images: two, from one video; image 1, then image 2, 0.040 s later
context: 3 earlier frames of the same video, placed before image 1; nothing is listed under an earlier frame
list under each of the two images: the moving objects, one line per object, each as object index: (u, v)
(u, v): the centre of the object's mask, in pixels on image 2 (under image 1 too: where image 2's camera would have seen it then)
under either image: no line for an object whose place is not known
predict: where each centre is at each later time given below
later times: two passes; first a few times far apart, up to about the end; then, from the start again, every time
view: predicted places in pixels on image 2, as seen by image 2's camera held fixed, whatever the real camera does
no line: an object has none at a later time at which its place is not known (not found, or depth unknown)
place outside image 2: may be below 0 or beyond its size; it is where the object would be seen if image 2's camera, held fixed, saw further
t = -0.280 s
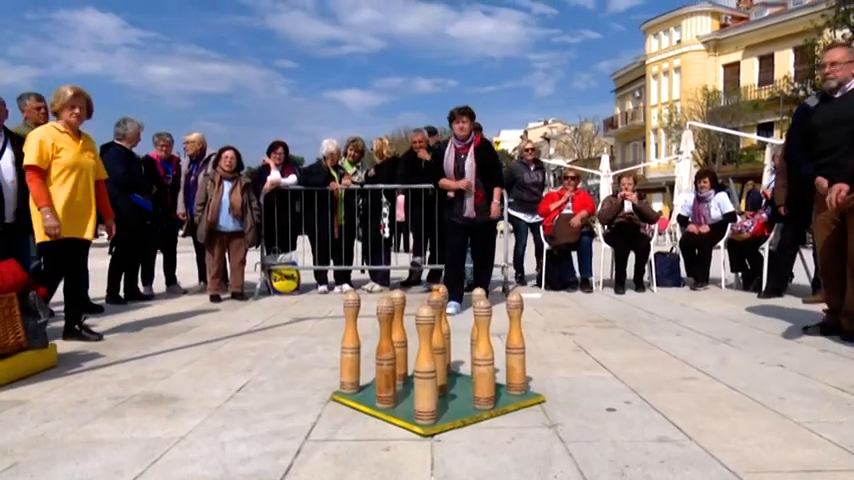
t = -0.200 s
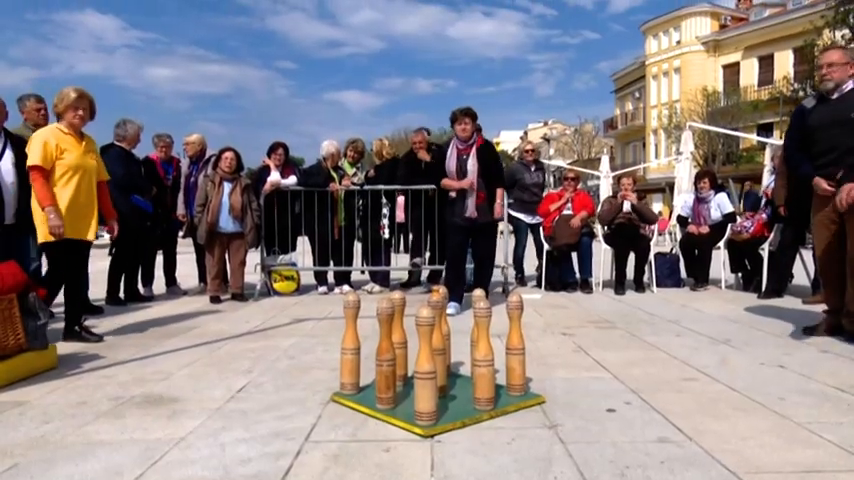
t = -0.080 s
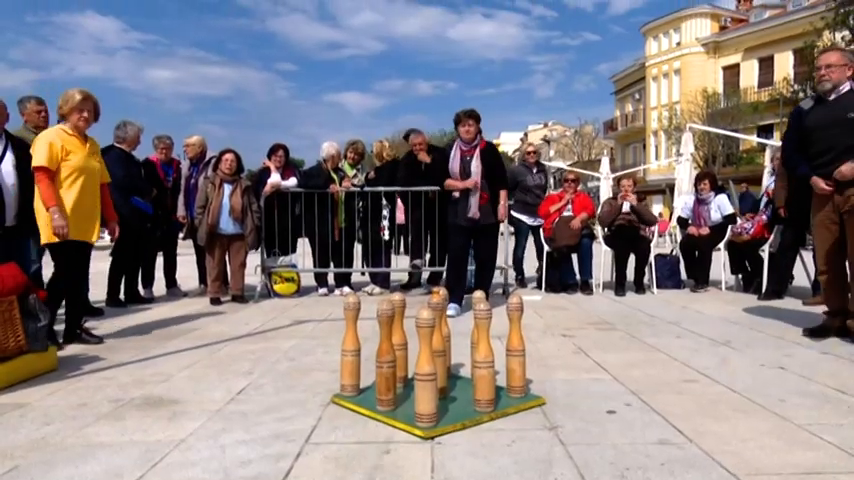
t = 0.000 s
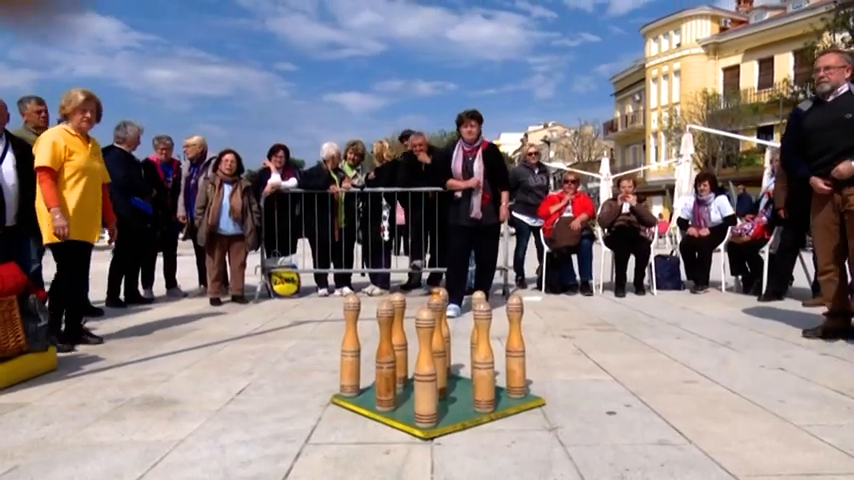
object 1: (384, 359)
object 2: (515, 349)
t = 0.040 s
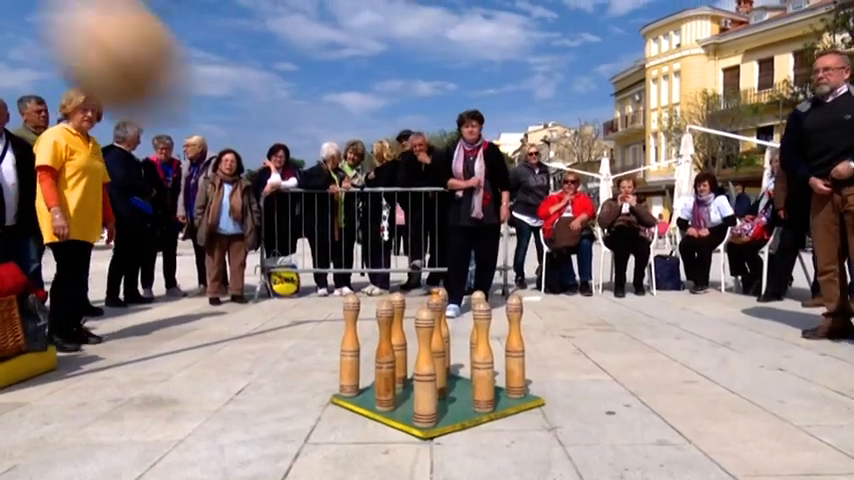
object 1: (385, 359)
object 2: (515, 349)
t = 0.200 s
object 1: (385, 375)
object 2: (515, 349)
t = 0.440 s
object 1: (385, 359)
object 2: (515, 349)
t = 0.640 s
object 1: (381, 359)
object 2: (528, 348)
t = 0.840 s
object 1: (341, 372)
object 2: (555, 374)
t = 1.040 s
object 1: (320, 388)
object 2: (563, 383)
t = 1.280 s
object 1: (317, 397)
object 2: (564, 384)
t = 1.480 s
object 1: (316, 399)
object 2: (564, 384)
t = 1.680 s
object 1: (314, 402)
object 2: (564, 384)
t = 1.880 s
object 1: (309, 409)
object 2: (564, 384)
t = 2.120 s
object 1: (304, 413)
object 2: (564, 384)
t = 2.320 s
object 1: (300, 420)
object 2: (566, 385)
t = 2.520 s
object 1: (296, 425)
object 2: (566, 385)
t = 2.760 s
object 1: (290, 430)
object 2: (567, 385)
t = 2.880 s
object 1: (287, 433)
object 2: (566, 385)
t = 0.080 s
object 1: (384, 359)
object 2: (515, 349)
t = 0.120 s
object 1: (385, 359)
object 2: (515, 350)
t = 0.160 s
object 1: (385, 360)
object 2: (515, 349)
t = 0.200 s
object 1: (385, 375)
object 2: (515, 349)
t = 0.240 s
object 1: (384, 361)
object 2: (515, 349)
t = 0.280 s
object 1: (385, 359)
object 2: (515, 349)
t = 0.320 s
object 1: (385, 359)
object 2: (515, 349)
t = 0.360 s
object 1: (385, 359)
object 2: (515, 349)
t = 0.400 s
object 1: (385, 359)
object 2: (515, 349)
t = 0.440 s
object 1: (385, 359)
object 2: (515, 349)
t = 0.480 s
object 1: (385, 359)
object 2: (515, 349)
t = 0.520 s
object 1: (385, 359)
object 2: (515, 350)
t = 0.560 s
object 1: (385, 359)
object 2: (518, 349)
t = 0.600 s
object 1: (385, 359)
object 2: (523, 347)
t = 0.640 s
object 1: (381, 359)
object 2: (528, 348)
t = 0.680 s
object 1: (374, 359)
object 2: (534, 349)
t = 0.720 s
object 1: (367, 362)
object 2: (539, 352)
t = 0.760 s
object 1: (358, 362)
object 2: (546, 355)
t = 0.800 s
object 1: (349, 366)
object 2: (551, 364)
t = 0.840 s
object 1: (341, 372)
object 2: (555, 374)
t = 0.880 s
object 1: (333, 383)
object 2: (560, 383)
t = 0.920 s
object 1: (324, 397)
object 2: (562, 381)
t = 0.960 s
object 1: (323, 393)
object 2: (562, 382)
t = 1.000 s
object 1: (322, 389)
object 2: (563, 384)
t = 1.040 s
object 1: (320, 388)
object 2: (563, 383)
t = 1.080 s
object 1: (319, 389)
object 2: (564, 384)
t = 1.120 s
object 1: (318, 394)
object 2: (564, 384)
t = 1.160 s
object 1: (317, 397)
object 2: (564, 384)
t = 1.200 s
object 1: (317, 396)
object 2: (565, 384)
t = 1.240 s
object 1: (317, 396)
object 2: (565, 384)
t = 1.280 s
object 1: (317, 397)
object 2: (564, 384)
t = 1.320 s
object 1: (317, 398)
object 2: (565, 384)
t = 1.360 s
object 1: (317, 398)
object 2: (564, 384)
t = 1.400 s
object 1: (317, 398)
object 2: (564, 384)
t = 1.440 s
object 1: (317, 399)
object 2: (564, 384)
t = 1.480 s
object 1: (316, 399)
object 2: (564, 384)
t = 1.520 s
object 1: (316, 399)
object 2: (564, 384)
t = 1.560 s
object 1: (317, 400)
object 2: (564, 384)
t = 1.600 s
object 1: (315, 401)
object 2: (564, 384)
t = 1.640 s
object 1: (315, 402)
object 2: (564, 384)
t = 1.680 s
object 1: (314, 402)
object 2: (564, 384)
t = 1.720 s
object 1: (314, 403)
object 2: (564, 384)
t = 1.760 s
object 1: (313, 405)
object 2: (564, 384)
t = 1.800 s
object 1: (312, 407)
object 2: (564, 384)
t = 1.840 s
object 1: (311, 408)
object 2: (564, 384)
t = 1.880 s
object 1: (309, 409)
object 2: (564, 384)
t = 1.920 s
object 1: (311, 405)
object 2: (564, 384)
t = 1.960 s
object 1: (312, 404)
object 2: (564, 384)
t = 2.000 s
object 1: (312, 405)
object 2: (564, 384)
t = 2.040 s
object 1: (310, 409)
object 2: (564, 384)
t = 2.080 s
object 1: (307, 413)
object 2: (564, 384)
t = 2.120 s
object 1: (304, 413)
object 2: (564, 384)
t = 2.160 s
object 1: (304, 415)
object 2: (565, 384)
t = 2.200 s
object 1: (303, 417)
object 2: (565, 385)
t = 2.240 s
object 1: (302, 418)
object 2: (566, 385)
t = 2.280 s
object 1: (301, 419)
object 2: (566, 385)
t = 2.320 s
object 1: (300, 420)
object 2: (566, 385)
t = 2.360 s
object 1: (299, 421)
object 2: (566, 385)
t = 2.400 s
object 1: (299, 422)
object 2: (566, 385)
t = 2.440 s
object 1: (298, 423)
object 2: (566, 385)
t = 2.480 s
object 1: (296, 424)
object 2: (566, 385)
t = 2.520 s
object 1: (296, 425)
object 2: (566, 385)
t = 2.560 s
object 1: (294, 426)
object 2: (566, 385)
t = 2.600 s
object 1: (293, 427)
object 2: (567, 385)
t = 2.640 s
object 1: (293, 428)
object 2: (566, 385)
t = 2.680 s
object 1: (291, 428)
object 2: (567, 385)
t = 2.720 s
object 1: (291, 429)
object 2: (567, 385)
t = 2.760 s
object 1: (290, 430)
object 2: (567, 385)
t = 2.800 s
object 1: (289, 431)
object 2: (566, 385)
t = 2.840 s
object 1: (288, 432)
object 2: (566, 385)
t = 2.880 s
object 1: (287, 433)
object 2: (566, 385)
